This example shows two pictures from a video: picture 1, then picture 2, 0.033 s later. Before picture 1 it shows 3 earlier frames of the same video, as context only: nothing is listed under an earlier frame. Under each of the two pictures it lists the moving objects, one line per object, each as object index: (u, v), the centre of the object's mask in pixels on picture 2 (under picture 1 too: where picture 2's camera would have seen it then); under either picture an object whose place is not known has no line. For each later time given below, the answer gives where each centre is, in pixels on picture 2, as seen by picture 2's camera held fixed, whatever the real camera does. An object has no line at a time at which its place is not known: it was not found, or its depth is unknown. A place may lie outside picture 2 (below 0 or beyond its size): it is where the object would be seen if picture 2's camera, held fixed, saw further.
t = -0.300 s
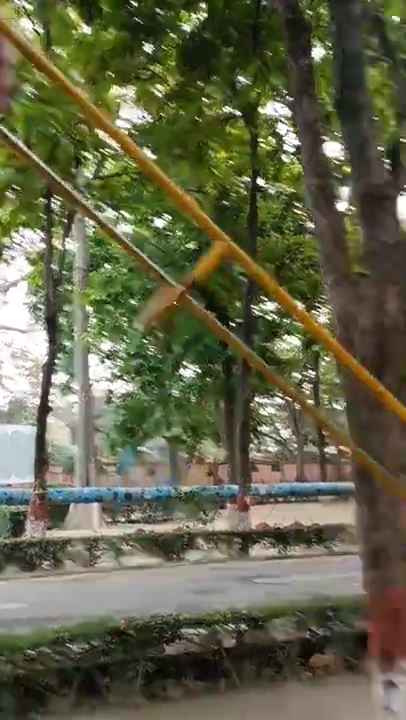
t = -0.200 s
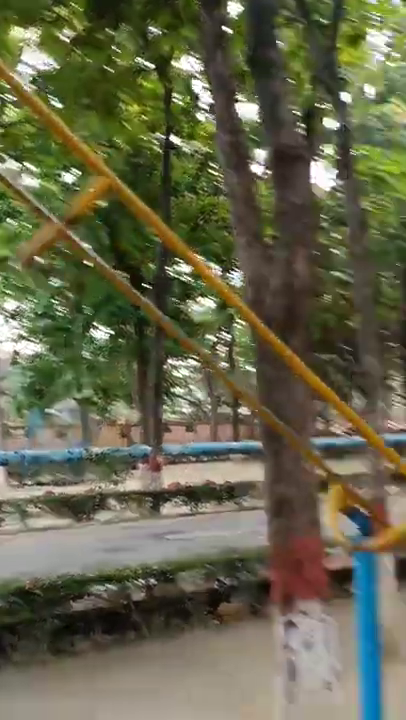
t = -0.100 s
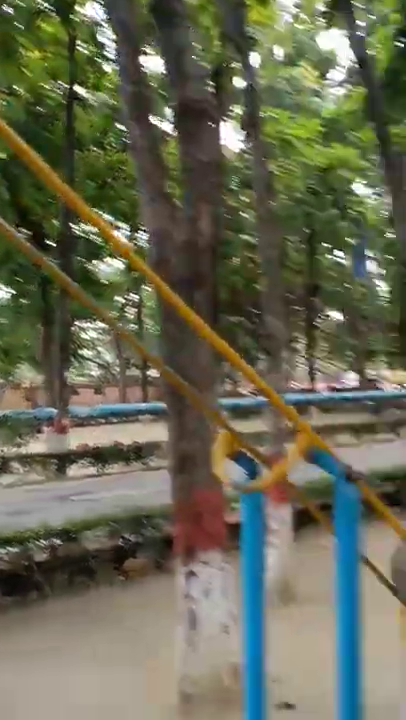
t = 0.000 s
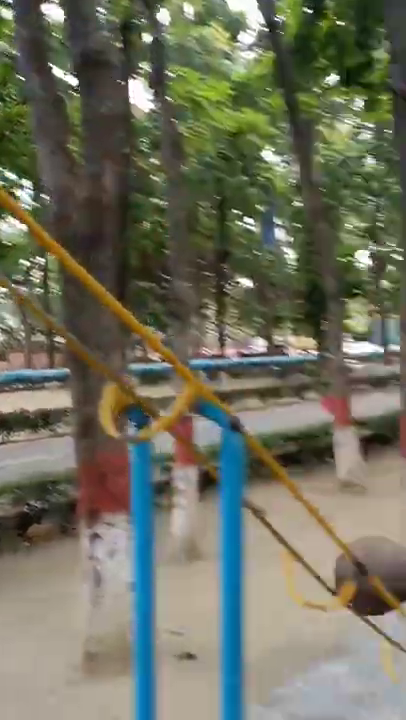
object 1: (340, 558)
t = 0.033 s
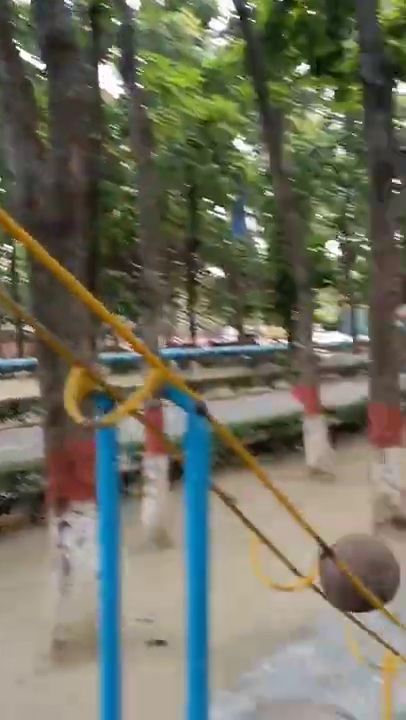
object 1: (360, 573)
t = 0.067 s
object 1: (377, 582)
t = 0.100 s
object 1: (395, 586)
